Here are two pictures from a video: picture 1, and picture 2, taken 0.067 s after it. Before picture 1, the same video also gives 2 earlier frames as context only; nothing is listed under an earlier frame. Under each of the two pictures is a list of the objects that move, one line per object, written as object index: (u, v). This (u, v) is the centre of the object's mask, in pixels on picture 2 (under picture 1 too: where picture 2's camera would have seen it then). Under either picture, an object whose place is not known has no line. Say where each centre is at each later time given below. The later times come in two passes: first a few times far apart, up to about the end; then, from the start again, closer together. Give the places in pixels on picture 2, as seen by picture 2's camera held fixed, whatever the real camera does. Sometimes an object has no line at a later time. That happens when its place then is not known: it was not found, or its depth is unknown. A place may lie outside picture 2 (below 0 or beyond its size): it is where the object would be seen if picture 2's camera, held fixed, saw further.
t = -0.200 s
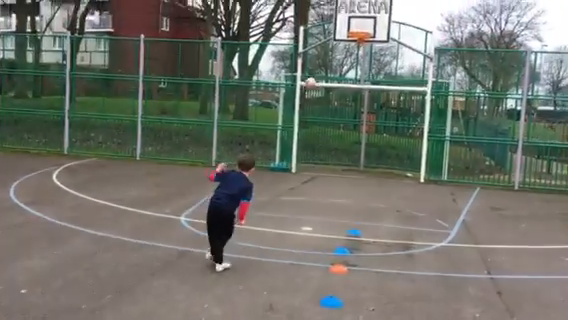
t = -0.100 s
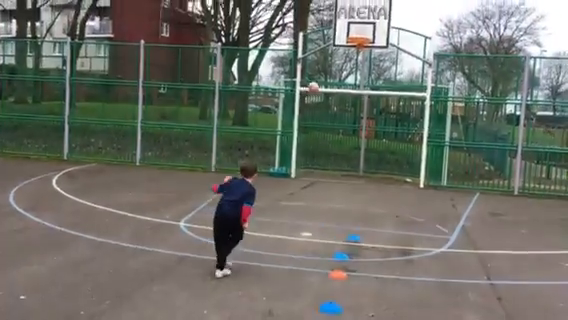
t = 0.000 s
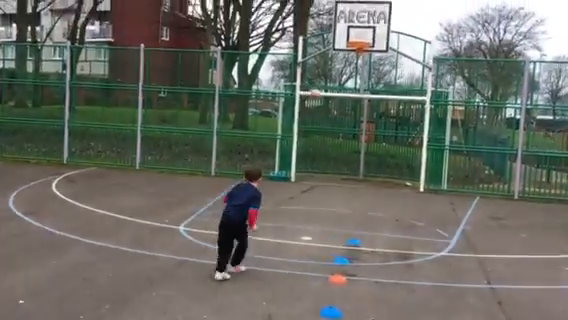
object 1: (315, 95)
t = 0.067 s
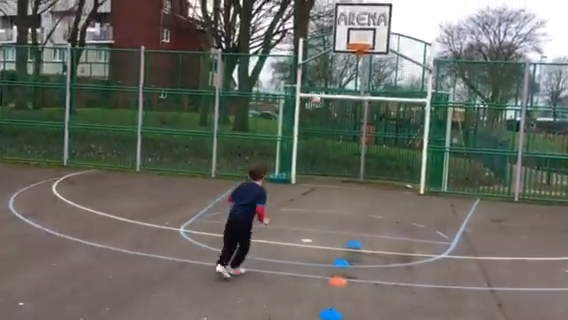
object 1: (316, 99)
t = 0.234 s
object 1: (321, 120)
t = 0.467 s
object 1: (363, 156)
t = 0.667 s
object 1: (400, 179)
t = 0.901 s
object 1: (436, 156)
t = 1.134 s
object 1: (476, 160)
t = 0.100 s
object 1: (315, 97)
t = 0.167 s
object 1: (317, 112)
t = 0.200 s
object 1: (318, 117)
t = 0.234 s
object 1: (321, 120)
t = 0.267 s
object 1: (327, 123)
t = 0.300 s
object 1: (333, 127)
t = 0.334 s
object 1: (339, 133)
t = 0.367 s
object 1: (345, 137)
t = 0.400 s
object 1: (351, 143)
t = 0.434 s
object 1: (357, 149)
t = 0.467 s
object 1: (363, 156)
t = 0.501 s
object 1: (370, 164)
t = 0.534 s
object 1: (376, 172)
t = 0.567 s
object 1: (383, 180)
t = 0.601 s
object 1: (390, 188)
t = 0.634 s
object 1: (395, 183)
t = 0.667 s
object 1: (400, 179)
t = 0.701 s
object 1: (405, 174)
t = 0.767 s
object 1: (415, 166)
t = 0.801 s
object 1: (420, 163)
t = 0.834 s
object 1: (426, 161)
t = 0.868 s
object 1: (432, 158)
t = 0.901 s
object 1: (436, 156)
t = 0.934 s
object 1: (441, 155)
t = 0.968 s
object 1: (448, 155)
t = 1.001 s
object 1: (454, 154)
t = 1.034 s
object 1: (459, 155)
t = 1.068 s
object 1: (464, 155)
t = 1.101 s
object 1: (470, 157)
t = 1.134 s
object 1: (476, 160)
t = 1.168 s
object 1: (481, 162)
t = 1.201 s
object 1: (487, 166)
